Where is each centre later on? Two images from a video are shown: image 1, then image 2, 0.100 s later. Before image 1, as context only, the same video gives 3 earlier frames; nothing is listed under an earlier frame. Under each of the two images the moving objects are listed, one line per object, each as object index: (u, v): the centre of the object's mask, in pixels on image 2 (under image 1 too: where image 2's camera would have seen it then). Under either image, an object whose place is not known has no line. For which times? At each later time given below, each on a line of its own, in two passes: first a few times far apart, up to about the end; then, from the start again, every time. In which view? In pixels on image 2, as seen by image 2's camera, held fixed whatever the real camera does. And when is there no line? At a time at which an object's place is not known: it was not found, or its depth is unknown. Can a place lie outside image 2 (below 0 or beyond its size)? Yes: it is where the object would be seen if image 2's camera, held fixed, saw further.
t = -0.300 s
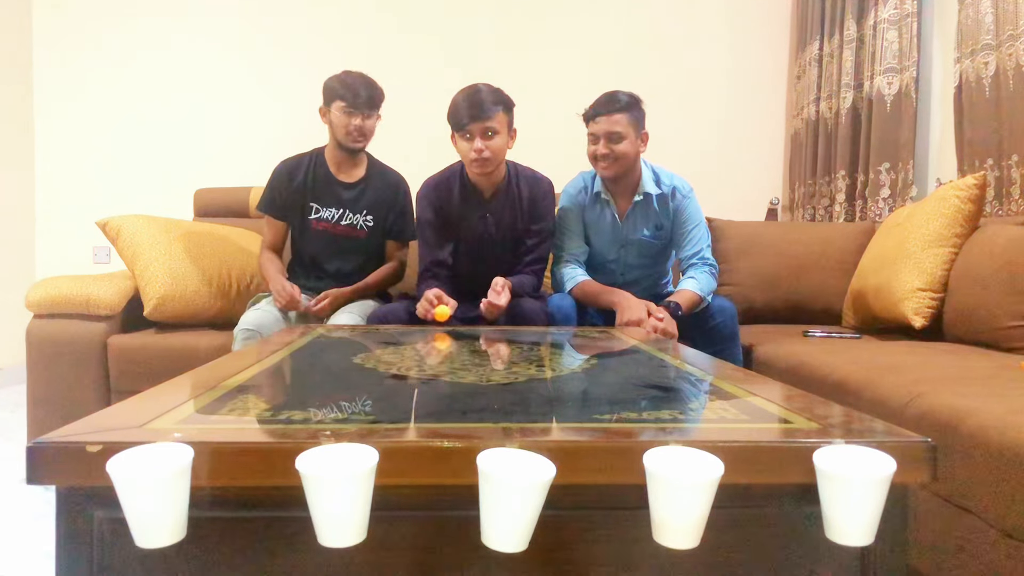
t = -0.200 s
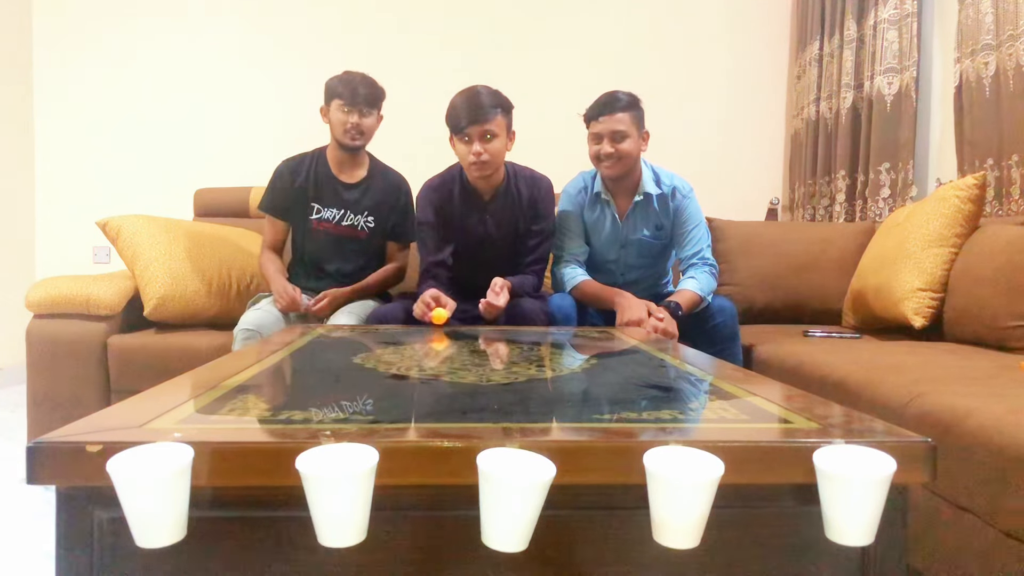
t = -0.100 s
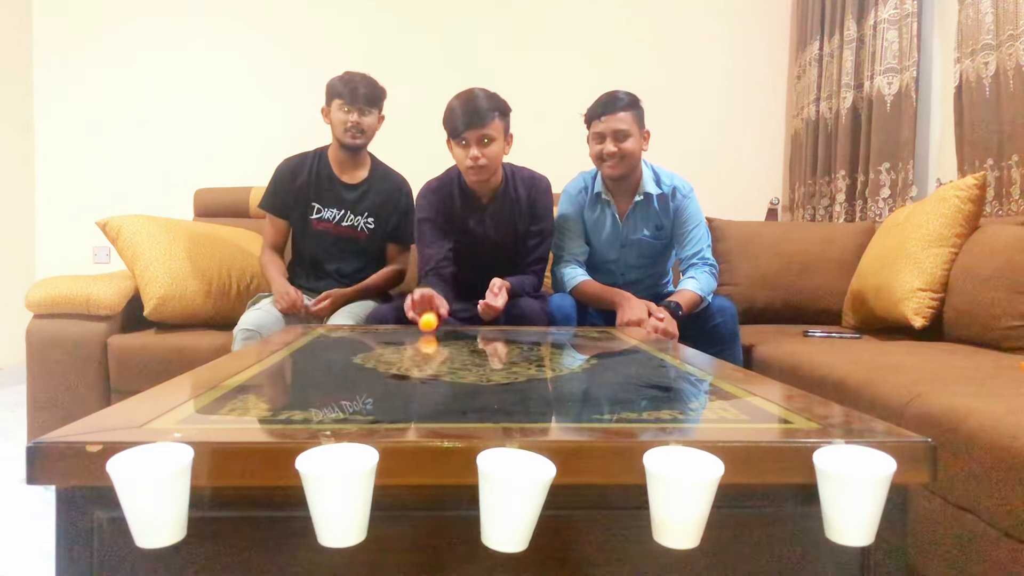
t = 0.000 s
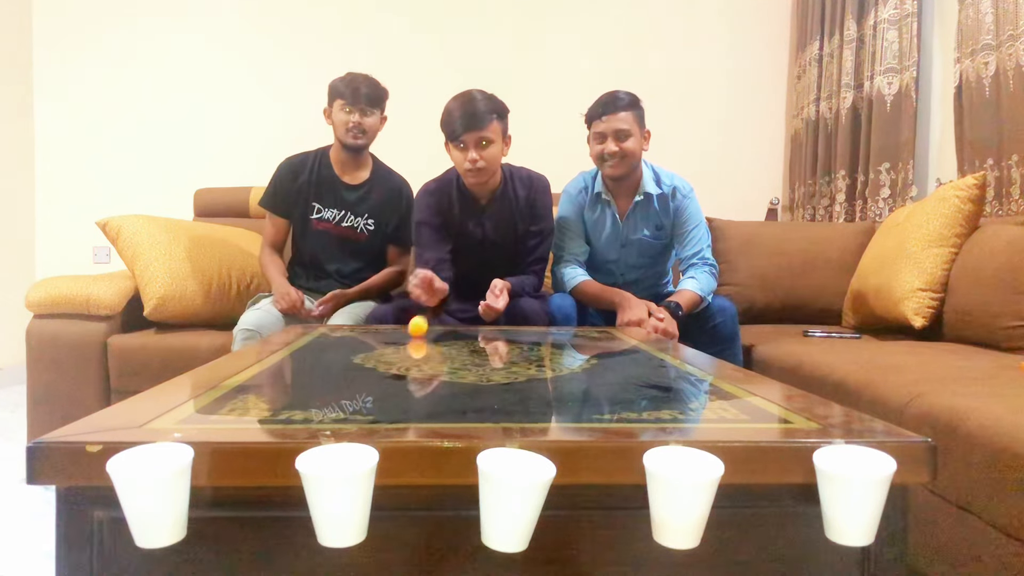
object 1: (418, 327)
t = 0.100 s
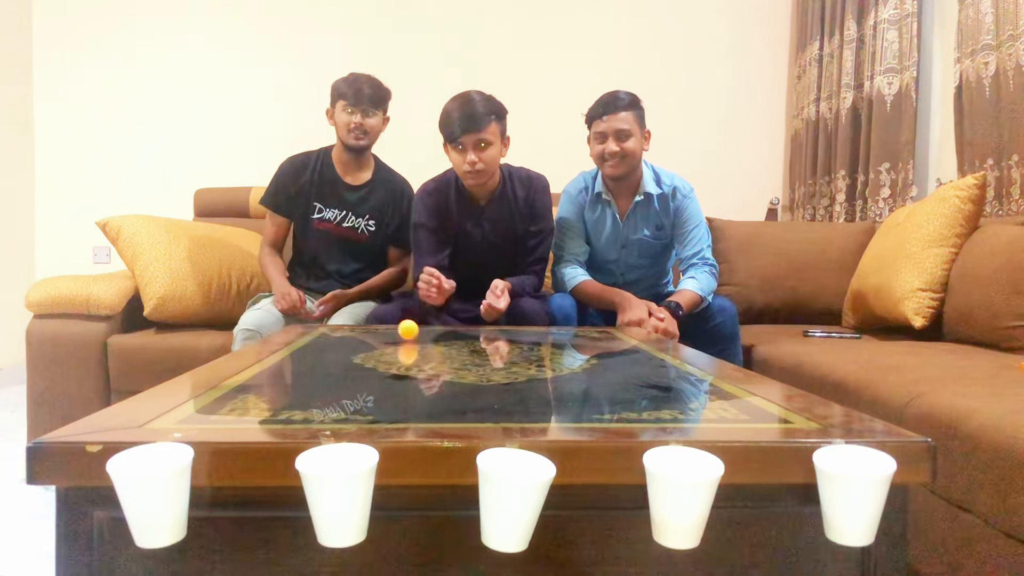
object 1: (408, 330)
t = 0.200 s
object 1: (400, 333)
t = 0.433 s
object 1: (381, 342)
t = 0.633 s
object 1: (364, 350)
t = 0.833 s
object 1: (345, 358)
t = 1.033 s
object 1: (322, 367)
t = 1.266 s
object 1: (290, 379)
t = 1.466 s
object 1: (256, 390)
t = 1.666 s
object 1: (217, 402)
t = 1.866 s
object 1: (171, 415)
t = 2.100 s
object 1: (163, 453)
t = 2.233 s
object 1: (145, 448)
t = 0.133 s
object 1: (406, 329)
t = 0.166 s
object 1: (403, 333)
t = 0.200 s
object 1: (400, 333)
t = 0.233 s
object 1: (397, 335)
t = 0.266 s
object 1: (395, 336)
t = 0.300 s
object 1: (393, 337)
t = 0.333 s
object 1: (389, 338)
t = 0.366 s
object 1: (387, 340)
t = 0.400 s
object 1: (384, 341)
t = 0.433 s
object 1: (381, 342)
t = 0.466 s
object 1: (379, 344)
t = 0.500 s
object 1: (376, 345)
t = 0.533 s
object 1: (373, 346)
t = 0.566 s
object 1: (370, 347)
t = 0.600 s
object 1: (367, 349)
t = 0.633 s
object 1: (364, 350)
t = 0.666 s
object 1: (361, 351)
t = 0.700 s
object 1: (358, 352)
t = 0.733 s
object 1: (355, 353)
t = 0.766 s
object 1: (351, 355)
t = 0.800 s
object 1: (348, 356)
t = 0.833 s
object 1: (345, 358)
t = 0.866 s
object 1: (341, 359)
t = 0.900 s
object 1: (337, 360)
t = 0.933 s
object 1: (334, 362)
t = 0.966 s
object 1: (330, 363)
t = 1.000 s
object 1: (326, 365)
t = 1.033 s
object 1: (322, 367)
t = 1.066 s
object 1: (318, 368)
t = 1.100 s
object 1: (313, 370)
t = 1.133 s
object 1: (309, 371)
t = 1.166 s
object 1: (305, 373)
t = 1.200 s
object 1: (300, 375)
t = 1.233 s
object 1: (295, 377)
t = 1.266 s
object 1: (290, 379)
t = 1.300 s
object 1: (284, 380)
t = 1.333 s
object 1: (279, 382)
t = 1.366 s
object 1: (273, 384)
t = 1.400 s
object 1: (268, 386)
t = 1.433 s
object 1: (262, 388)
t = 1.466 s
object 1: (256, 390)
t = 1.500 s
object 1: (249, 392)
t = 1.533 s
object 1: (243, 394)
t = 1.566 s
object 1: (236, 396)
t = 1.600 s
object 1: (231, 398)
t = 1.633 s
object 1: (224, 400)
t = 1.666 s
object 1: (217, 402)
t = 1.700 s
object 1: (210, 405)
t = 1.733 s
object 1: (202, 407)
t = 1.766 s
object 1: (194, 408)
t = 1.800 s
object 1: (186, 411)
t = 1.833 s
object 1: (179, 412)
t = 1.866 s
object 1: (171, 415)
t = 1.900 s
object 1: (164, 417)
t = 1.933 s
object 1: (156, 421)
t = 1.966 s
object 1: (146, 426)
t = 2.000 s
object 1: (137, 438)
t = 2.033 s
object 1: (133, 455)
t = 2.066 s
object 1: (147, 459)
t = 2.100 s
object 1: (163, 453)
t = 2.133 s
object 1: (168, 446)
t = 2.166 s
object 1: (165, 441)
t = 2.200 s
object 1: (156, 441)
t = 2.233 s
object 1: (145, 448)
